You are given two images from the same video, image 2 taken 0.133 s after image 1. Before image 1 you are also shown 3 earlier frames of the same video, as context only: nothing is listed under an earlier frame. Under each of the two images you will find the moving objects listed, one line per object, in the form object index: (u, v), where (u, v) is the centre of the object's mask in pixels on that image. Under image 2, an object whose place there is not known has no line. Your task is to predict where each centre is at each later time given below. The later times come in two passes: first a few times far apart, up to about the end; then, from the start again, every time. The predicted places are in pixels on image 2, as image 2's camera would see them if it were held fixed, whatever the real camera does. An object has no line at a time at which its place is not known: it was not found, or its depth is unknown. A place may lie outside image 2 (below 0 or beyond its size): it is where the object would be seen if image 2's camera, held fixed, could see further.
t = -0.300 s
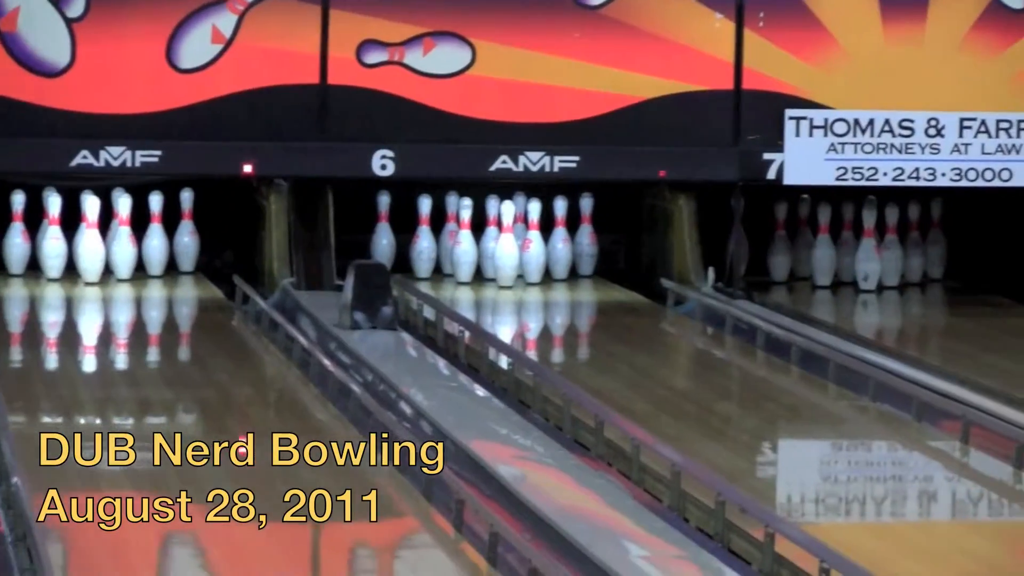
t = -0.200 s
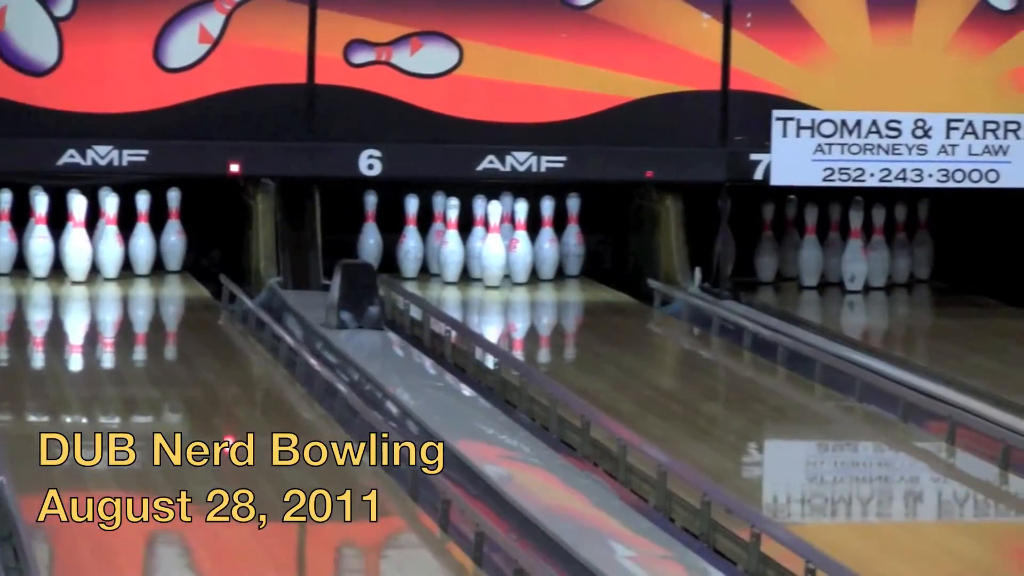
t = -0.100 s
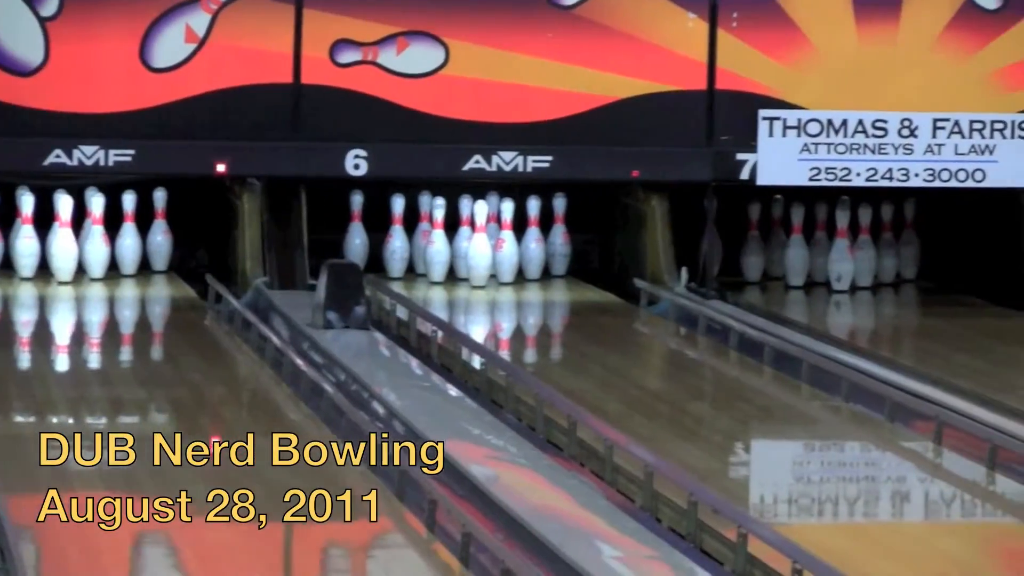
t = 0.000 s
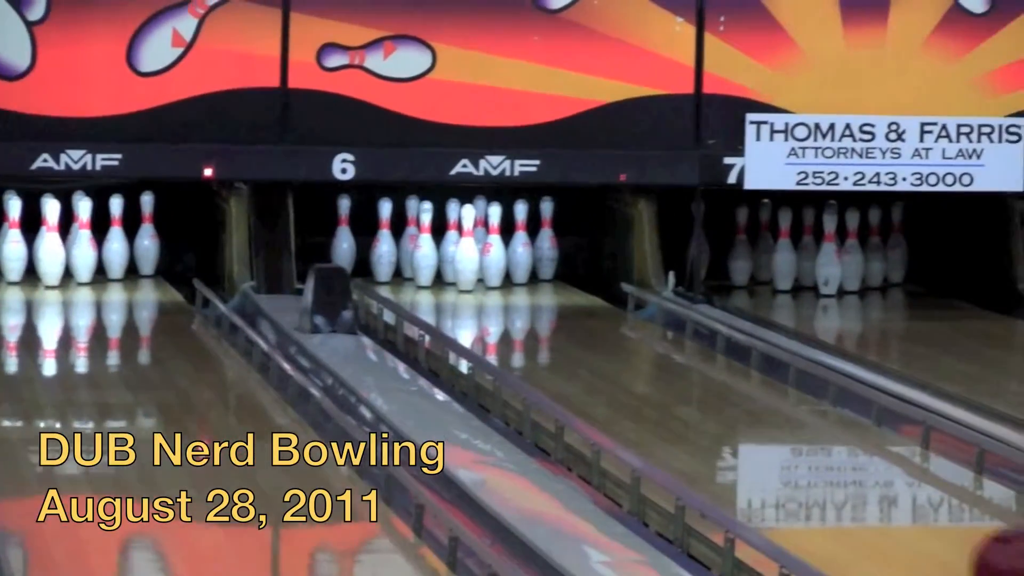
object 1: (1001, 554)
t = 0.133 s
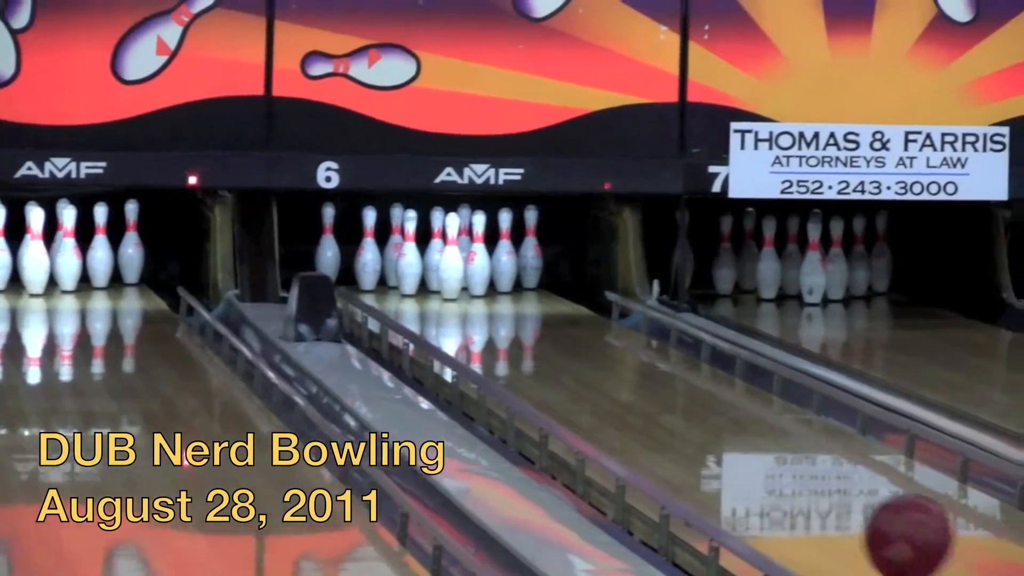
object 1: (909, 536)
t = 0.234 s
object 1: (852, 509)
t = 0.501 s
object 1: (716, 447)
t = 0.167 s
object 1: (891, 527)
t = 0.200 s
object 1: (870, 517)
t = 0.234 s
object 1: (852, 509)
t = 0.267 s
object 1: (833, 499)
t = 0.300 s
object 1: (813, 489)
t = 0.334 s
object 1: (797, 482)
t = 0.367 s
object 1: (781, 474)
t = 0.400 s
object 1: (764, 467)
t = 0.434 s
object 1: (748, 460)
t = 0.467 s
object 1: (732, 453)
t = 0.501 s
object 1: (716, 447)
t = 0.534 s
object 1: (701, 441)
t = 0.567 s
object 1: (686, 435)
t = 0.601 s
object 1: (671, 427)
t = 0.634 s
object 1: (657, 421)
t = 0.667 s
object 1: (643, 414)
